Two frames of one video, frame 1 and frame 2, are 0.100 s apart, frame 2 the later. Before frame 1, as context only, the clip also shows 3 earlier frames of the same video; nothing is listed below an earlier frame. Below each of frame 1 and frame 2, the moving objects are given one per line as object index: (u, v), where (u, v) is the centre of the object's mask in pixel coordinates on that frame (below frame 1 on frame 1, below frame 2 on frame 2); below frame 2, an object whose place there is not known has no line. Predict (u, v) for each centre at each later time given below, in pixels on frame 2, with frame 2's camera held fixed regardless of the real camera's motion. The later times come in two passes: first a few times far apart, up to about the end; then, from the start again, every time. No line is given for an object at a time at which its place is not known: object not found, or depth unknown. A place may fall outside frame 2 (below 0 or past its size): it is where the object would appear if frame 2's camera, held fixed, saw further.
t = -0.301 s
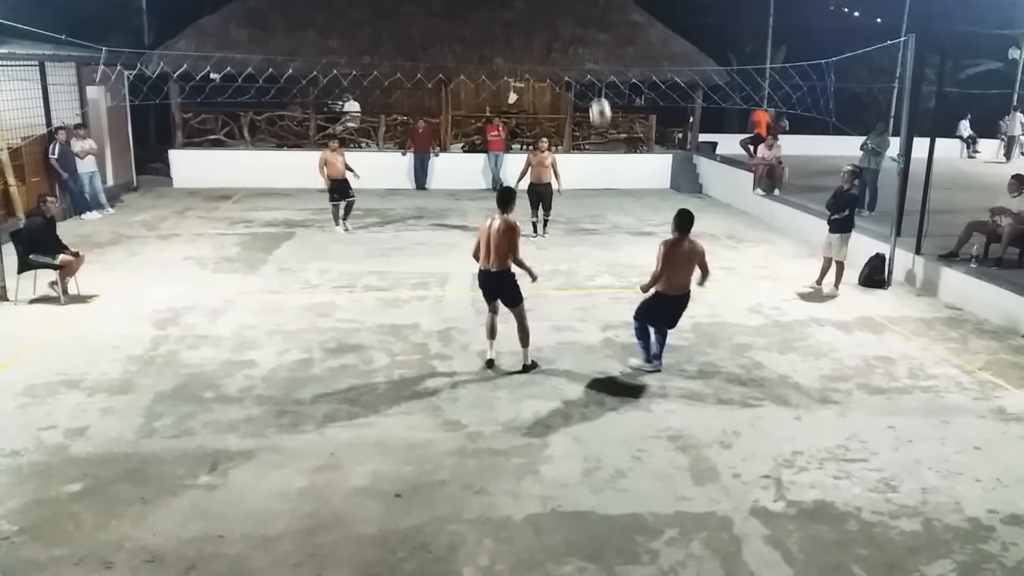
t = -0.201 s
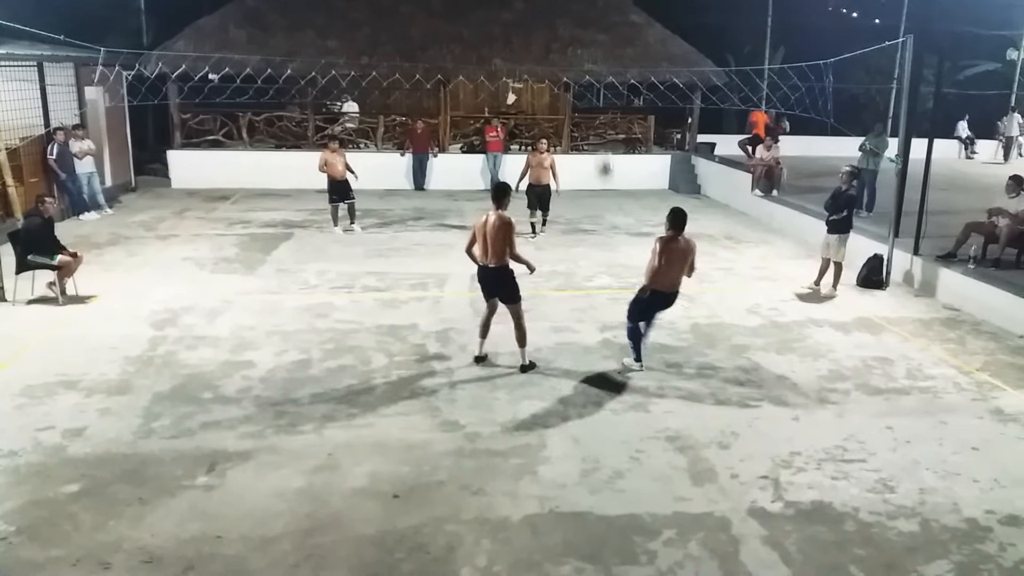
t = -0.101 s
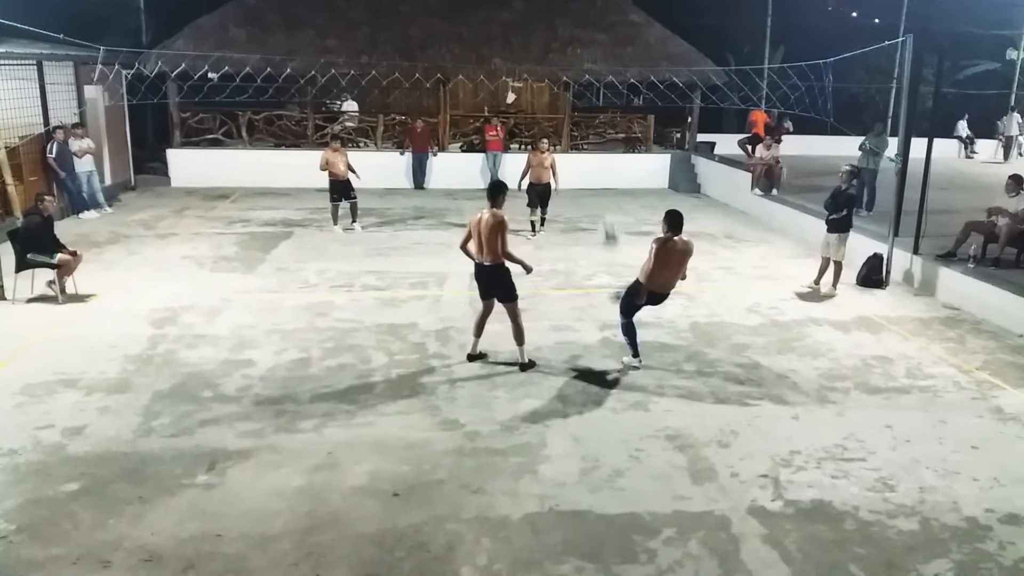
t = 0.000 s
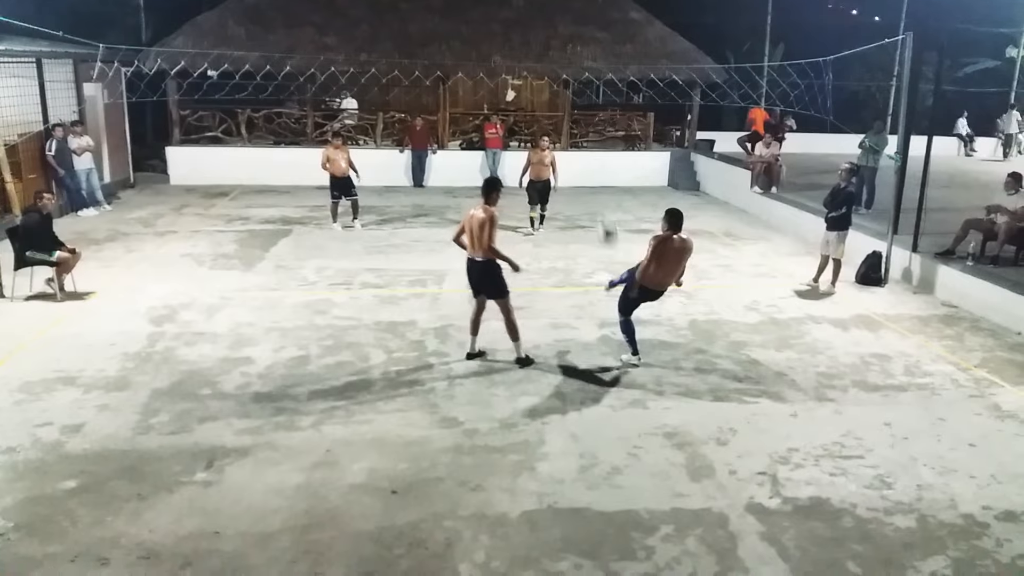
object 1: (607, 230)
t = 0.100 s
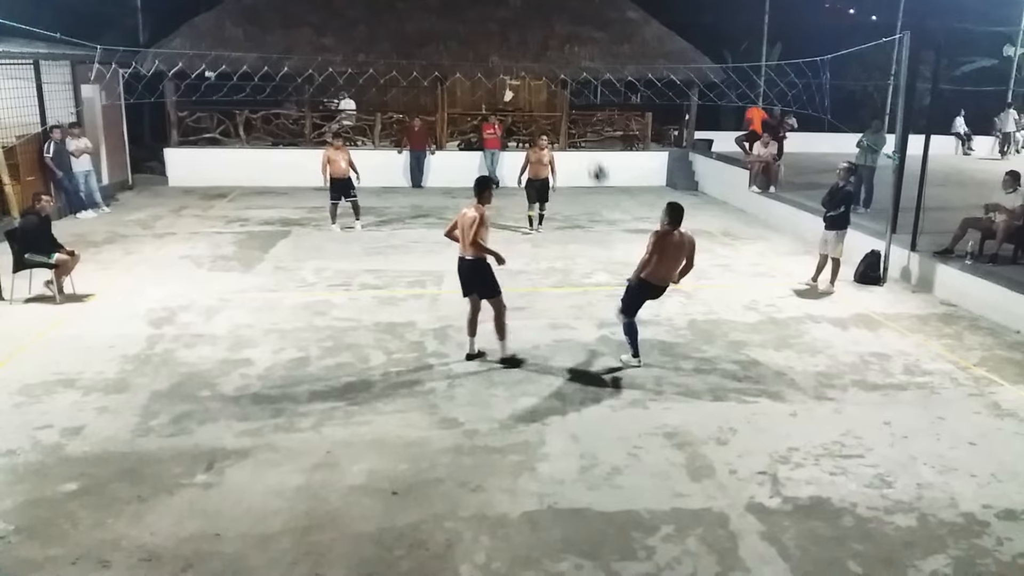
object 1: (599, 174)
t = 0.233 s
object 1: (586, 107)
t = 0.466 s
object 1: (563, 28)
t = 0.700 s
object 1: (535, 9)
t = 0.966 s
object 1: (499, 66)
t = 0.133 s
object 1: (596, 153)
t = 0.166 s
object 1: (593, 137)
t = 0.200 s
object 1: (590, 123)
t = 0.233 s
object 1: (586, 107)
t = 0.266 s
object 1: (585, 93)
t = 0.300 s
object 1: (581, 80)
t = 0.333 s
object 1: (577, 67)
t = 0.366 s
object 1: (574, 55)
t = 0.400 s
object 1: (570, 45)
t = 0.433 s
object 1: (567, 37)
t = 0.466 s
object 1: (563, 28)
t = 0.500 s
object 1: (559, 22)
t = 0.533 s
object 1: (555, 17)
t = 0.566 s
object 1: (551, 12)
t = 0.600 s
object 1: (547, 10)
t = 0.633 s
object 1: (543, 8)
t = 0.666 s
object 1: (539, 8)
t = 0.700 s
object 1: (535, 9)
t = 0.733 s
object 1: (530, 11)
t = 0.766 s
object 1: (525, 15)
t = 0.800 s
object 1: (521, 20)
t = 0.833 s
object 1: (517, 27)
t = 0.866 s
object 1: (512, 34)
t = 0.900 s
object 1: (508, 43)
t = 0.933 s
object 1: (503, 54)
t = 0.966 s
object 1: (499, 66)
